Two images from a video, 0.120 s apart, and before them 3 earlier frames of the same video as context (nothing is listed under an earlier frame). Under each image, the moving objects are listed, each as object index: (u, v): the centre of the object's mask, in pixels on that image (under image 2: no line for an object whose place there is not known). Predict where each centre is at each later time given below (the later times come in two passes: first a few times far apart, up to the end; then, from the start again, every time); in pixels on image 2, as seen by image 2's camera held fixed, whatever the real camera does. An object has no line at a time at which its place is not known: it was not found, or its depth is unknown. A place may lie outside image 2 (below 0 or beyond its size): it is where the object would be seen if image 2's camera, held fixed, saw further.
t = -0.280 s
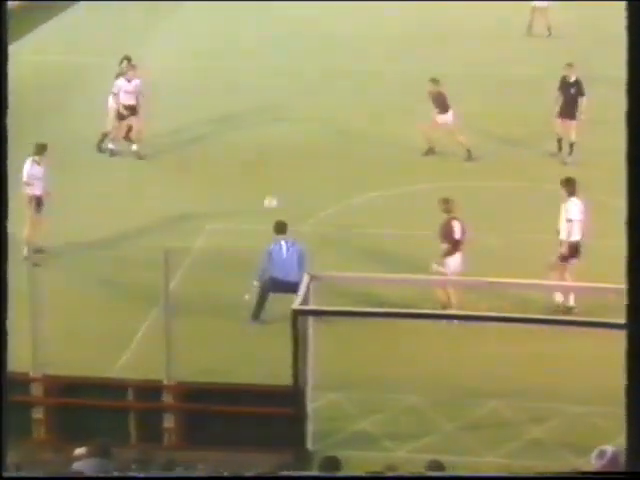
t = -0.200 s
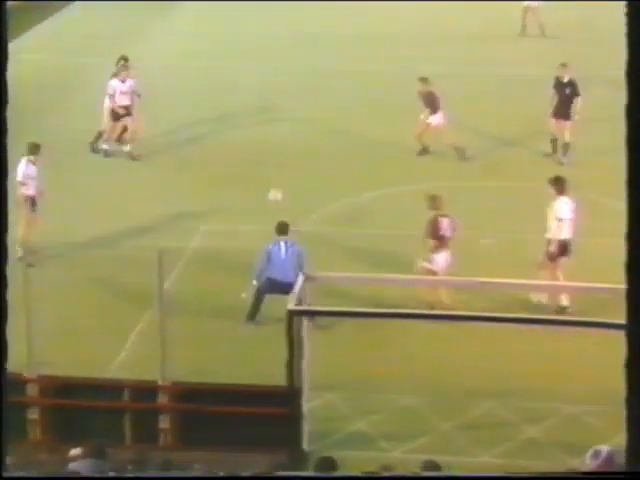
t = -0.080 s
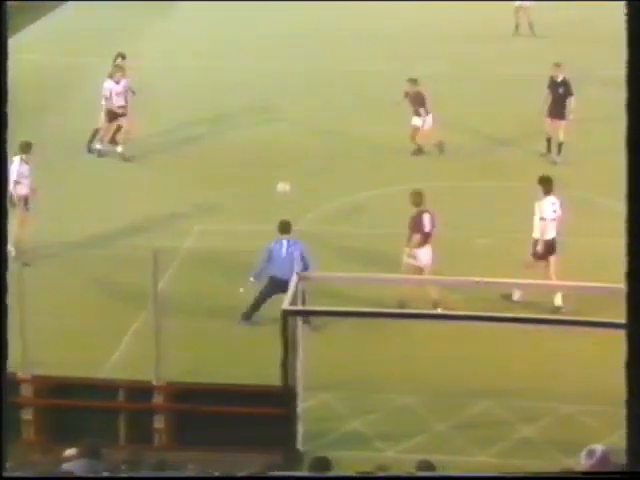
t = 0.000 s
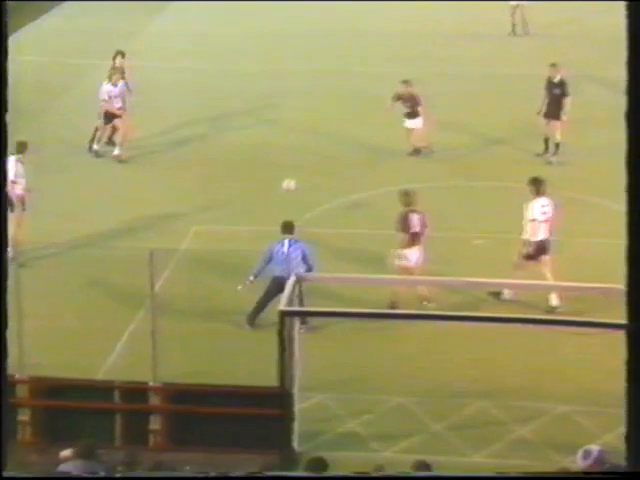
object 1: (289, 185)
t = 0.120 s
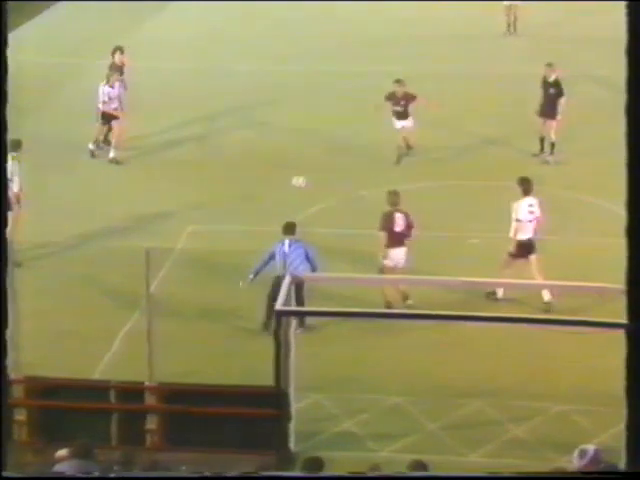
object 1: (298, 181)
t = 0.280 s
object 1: (313, 184)
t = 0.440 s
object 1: (326, 179)
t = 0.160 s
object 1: (301, 182)
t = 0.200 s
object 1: (307, 182)
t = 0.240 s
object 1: (309, 183)
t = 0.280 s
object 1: (313, 184)
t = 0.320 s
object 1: (317, 185)
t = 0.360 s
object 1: (320, 186)
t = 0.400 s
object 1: (325, 184)
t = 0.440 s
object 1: (326, 179)
